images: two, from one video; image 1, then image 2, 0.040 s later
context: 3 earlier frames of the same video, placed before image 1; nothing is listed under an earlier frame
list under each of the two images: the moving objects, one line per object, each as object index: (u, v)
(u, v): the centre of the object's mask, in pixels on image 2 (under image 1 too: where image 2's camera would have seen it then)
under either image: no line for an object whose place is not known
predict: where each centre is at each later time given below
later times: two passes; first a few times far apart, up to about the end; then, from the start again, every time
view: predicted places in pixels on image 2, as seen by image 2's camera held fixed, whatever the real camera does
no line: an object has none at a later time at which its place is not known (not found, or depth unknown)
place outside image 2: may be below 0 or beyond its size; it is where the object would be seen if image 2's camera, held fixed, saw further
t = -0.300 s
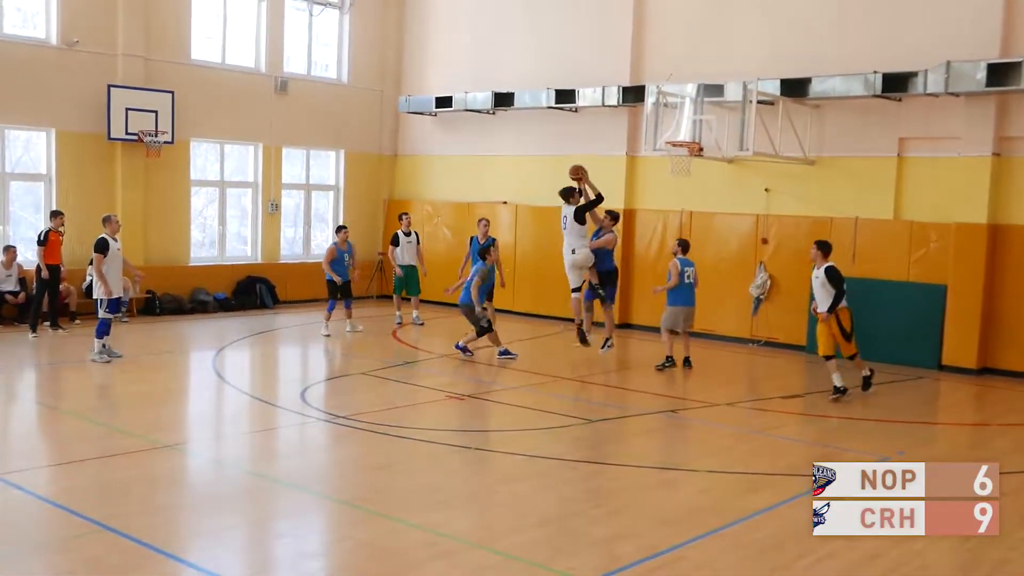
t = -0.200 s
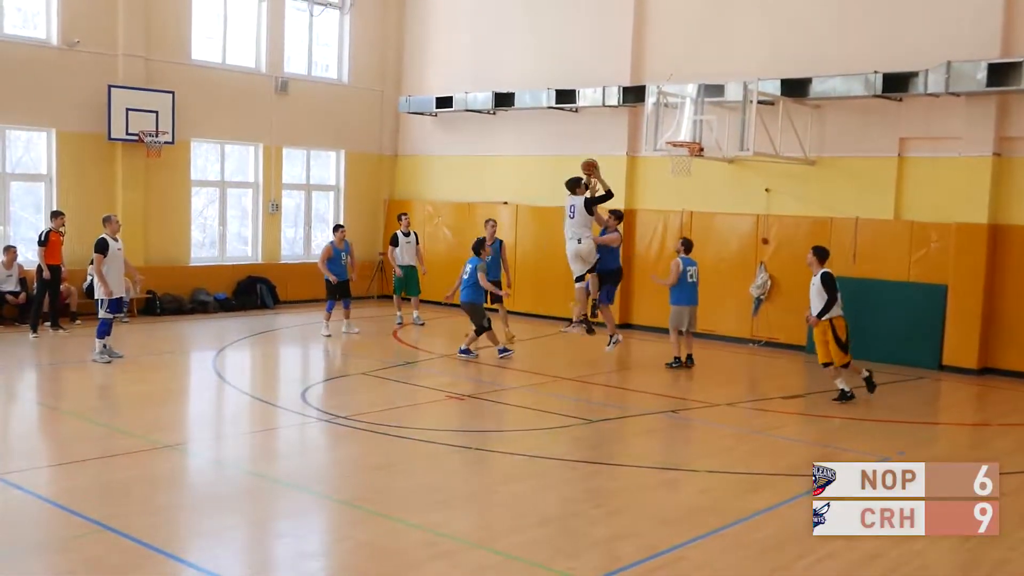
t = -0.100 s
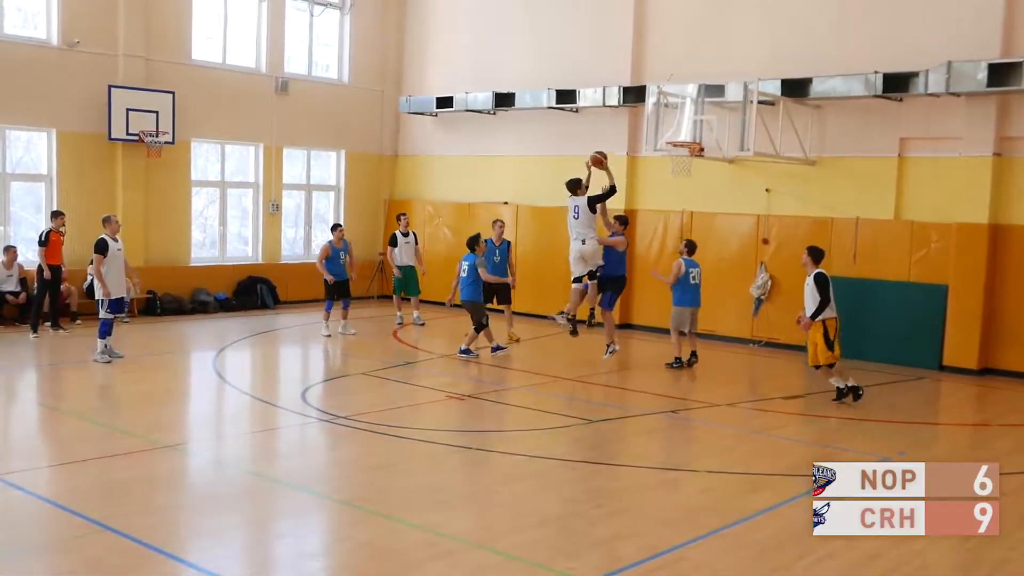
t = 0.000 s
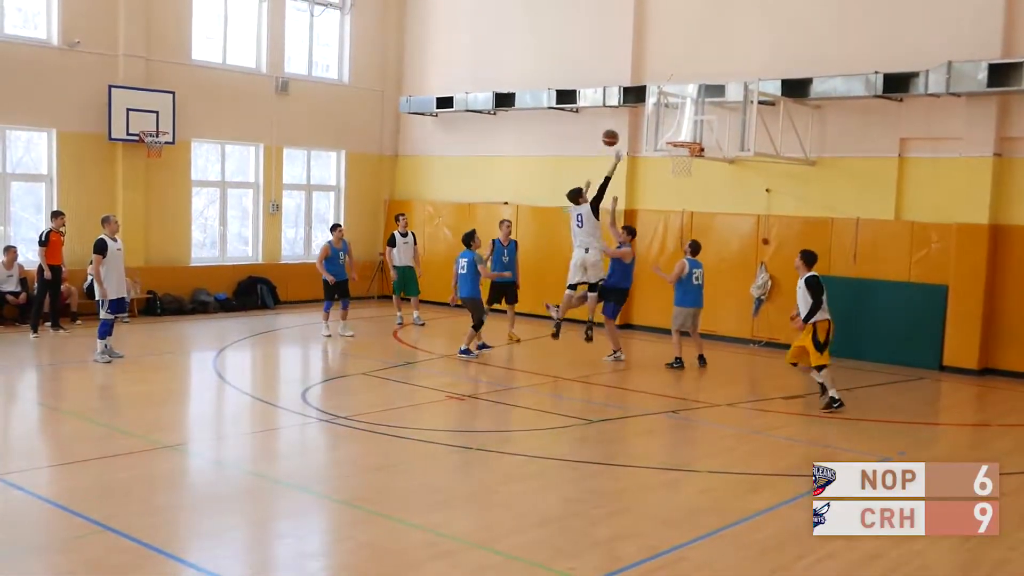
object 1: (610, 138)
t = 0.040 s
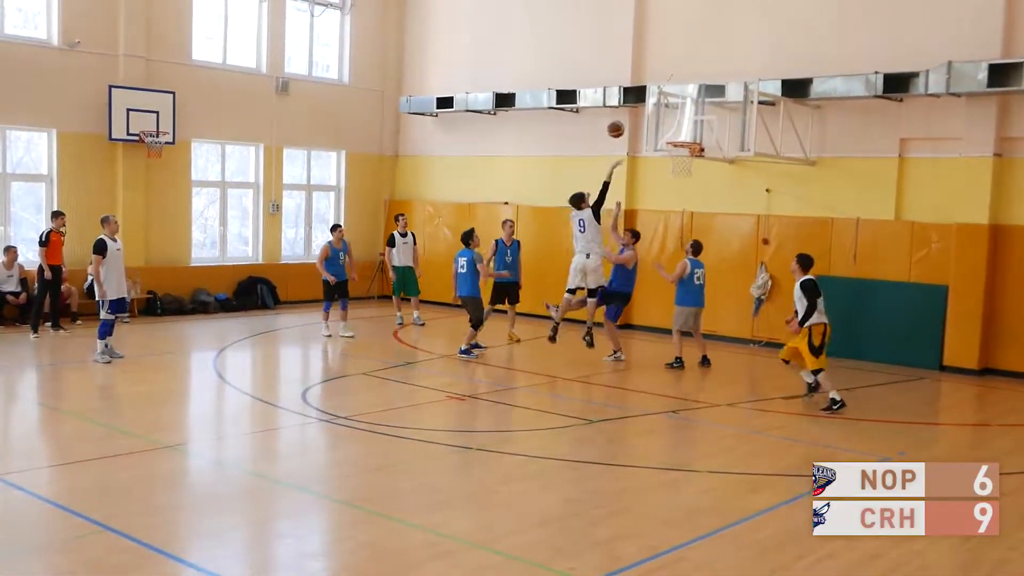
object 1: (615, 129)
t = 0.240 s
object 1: (642, 103)
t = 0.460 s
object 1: (669, 108)
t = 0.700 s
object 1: (686, 148)
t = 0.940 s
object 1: (669, 178)
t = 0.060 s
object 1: (618, 125)
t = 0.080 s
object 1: (621, 122)
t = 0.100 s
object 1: (624, 119)
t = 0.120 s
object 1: (627, 115)
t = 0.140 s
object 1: (629, 113)
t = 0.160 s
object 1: (631, 110)
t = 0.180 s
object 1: (634, 108)
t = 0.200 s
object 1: (637, 106)
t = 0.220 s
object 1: (639, 104)
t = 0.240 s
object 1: (642, 103)
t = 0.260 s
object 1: (644, 102)
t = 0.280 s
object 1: (647, 102)
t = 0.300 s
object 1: (649, 101)
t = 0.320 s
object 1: (652, 101)
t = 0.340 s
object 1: (654, 101)
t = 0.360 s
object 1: (657, 102)
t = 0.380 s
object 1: (659, 102)
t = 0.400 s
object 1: (662, 103)
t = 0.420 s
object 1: (664, 104)
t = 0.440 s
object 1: (666, 106)
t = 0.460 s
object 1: (669, 108)
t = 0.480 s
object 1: (671, 110)
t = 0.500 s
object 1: (673, 112)
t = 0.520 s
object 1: (676, 115)
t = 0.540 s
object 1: (678, 118)
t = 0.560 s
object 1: (680, 122)
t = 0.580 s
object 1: (682, 125)
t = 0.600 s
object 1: (685, 129)
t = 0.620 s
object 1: (687, 133)
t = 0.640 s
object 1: (690, 137)
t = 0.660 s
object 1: (692, 140)
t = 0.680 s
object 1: (689, 144)
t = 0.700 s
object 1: (686, 148)
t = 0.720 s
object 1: (687, 152)
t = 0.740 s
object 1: (683, 156)
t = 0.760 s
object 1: (682, 158)
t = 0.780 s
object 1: (681, 161)
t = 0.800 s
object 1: (679, 164)
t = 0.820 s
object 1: (677, 165)
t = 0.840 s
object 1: (676, 166)
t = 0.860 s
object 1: (674, 168)
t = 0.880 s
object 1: (673, 170)
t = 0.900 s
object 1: (671, 172)
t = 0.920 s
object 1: (670, 175)
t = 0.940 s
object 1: (669, 178)
